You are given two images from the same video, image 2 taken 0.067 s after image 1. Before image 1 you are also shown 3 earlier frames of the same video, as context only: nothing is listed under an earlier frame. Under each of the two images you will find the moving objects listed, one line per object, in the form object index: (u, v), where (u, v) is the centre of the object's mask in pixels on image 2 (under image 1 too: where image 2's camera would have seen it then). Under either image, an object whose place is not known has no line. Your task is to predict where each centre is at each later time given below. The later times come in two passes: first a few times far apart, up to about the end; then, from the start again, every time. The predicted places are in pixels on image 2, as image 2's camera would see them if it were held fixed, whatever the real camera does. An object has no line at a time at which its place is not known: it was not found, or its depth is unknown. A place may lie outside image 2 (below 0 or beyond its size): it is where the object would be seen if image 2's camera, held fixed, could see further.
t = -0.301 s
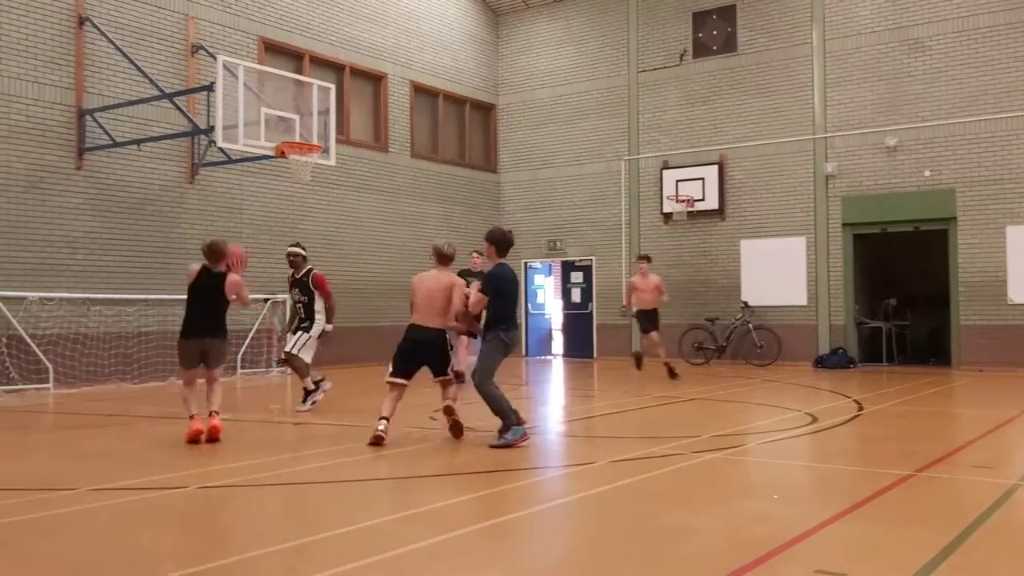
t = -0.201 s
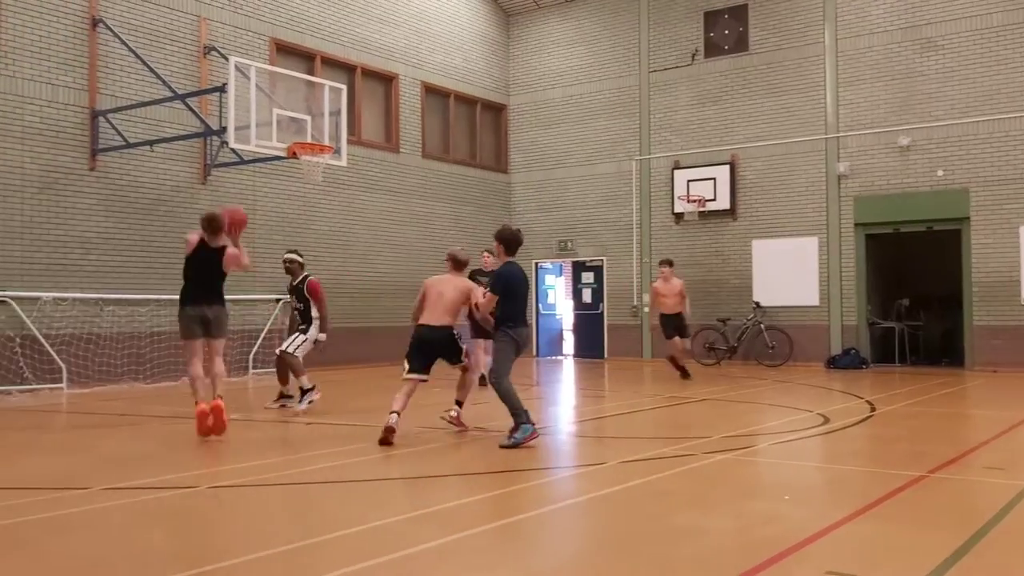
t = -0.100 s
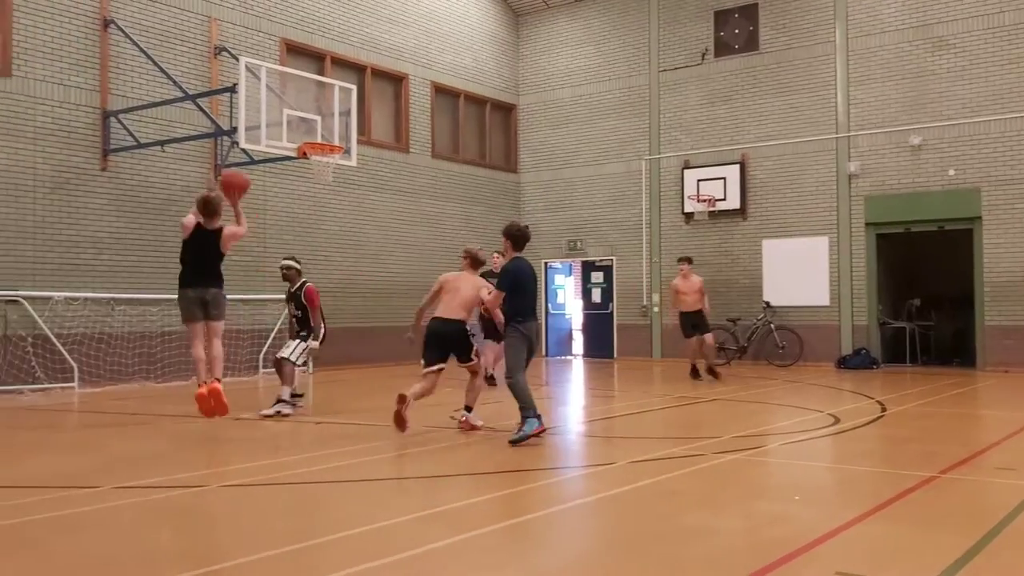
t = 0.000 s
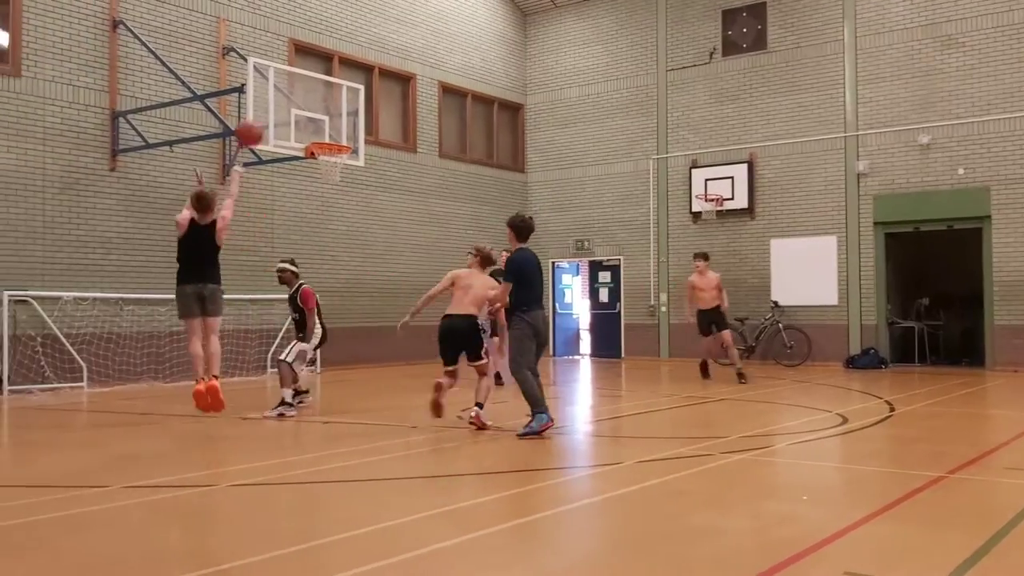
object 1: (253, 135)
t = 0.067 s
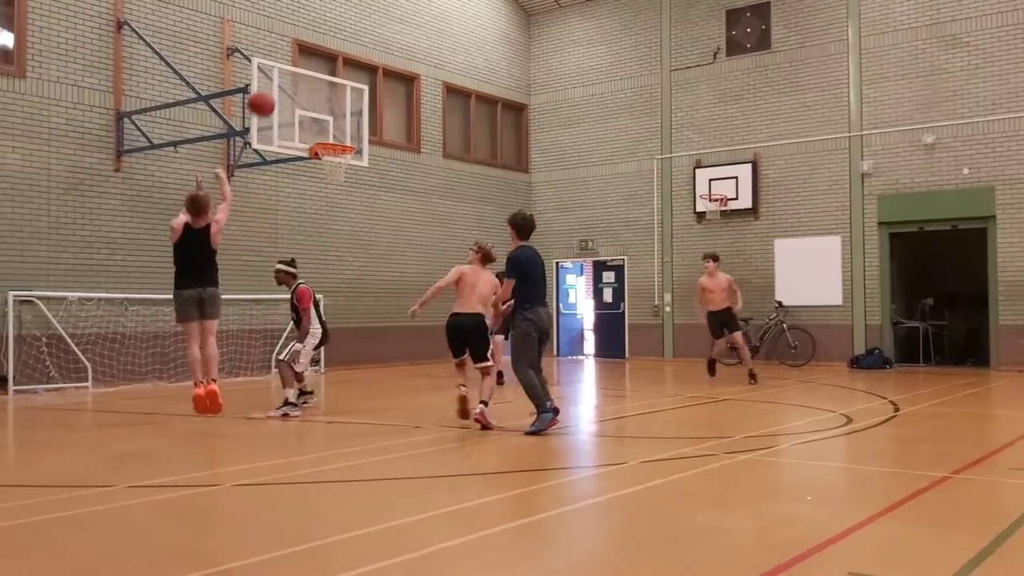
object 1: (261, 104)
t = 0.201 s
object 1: (277, 62)
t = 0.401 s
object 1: (297, 40)
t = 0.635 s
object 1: (316, 60)
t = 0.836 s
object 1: (330, 112)
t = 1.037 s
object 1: (340, 134)
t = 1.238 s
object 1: (345, 123)
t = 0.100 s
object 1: (265, 90)
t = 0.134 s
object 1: (269, 80)
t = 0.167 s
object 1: (273, 71)
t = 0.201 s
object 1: (277, 62)
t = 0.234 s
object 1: (280, 56)
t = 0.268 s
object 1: (285, 50)
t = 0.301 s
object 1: (287, 46)
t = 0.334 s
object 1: (290, 43)
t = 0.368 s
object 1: (293, 41)
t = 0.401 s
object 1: (297, 40)
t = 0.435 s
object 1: (299, 40)
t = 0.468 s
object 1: (302, 40)
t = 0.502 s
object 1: (305, 42)
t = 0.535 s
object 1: (307, 45)
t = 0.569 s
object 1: (309, 50)
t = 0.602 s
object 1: (313, 54)
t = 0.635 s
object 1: (316, 60)
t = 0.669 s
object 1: (318, 67)
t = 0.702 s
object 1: (321, 74)
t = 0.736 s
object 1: (323, 83)
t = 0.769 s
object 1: (326, 92)
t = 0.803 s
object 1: (328, 102)
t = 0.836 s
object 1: (330, 112)
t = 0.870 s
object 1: (332, 123)
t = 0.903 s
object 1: (335, 134)
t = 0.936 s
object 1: (336, 139)
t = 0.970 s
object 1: (338, 137)
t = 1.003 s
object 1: (339, 135)
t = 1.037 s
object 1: (340, 134)
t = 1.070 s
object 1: (341, 129)
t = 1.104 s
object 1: (342, 126)
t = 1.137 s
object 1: (343, 124)
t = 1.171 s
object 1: (343, 123)
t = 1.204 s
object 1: (344, 122)
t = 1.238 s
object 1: (345, 123)
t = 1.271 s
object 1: (346, 124)
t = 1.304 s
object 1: (347, 127)
